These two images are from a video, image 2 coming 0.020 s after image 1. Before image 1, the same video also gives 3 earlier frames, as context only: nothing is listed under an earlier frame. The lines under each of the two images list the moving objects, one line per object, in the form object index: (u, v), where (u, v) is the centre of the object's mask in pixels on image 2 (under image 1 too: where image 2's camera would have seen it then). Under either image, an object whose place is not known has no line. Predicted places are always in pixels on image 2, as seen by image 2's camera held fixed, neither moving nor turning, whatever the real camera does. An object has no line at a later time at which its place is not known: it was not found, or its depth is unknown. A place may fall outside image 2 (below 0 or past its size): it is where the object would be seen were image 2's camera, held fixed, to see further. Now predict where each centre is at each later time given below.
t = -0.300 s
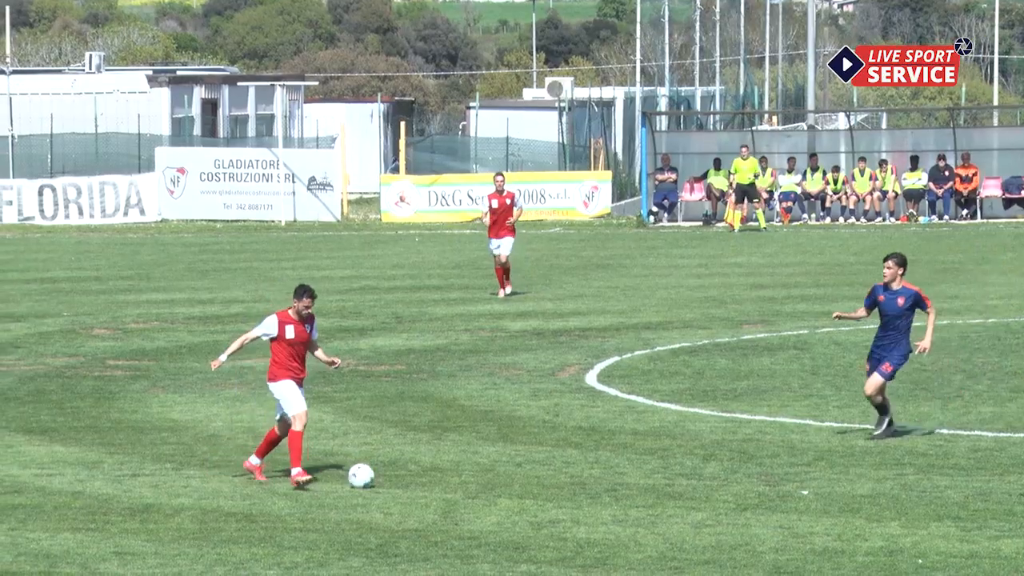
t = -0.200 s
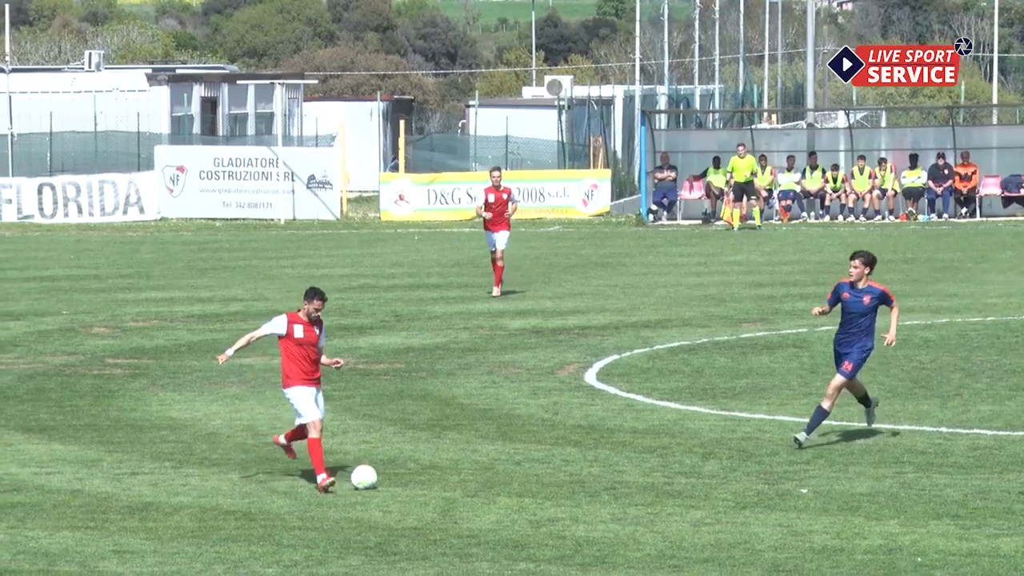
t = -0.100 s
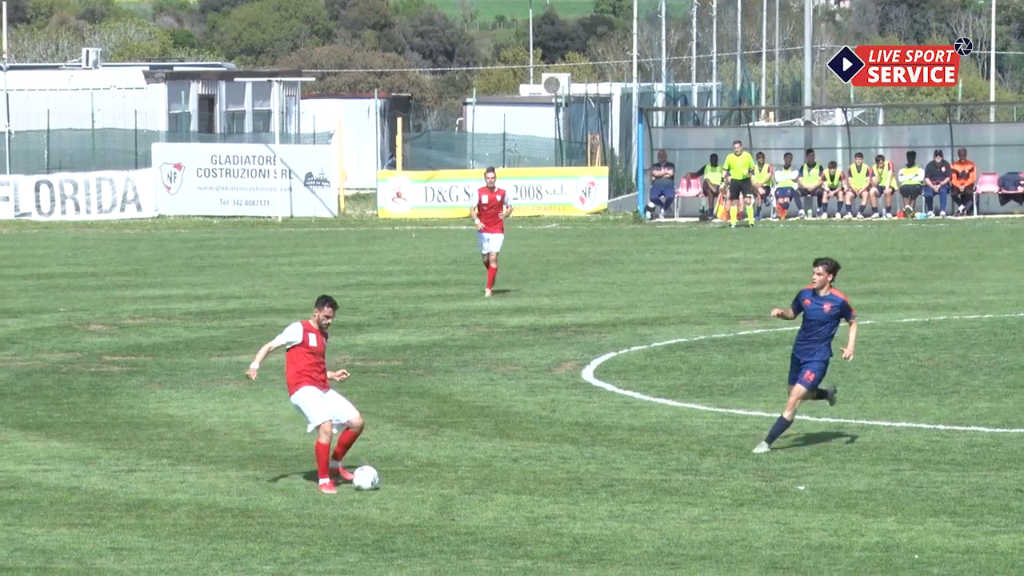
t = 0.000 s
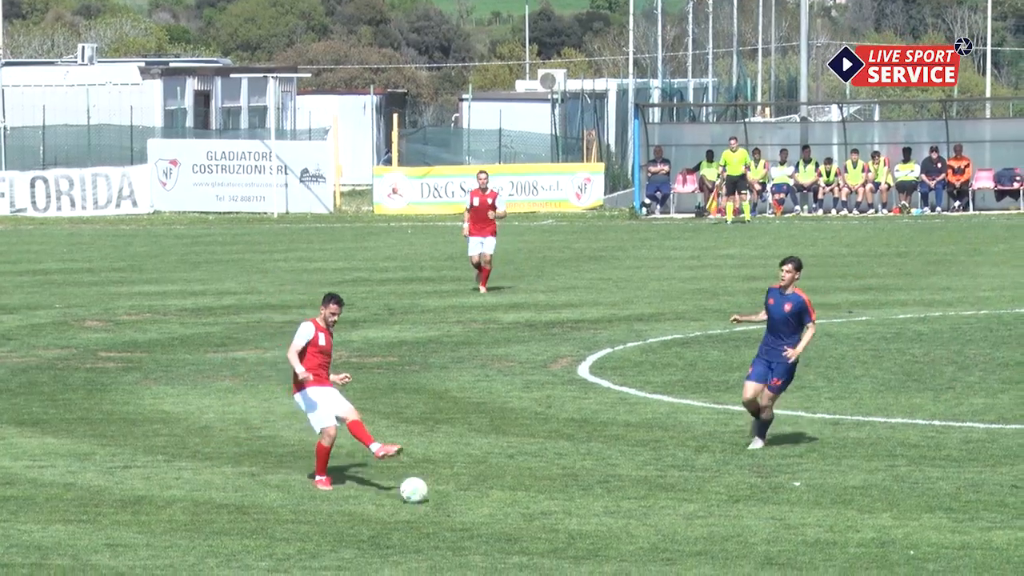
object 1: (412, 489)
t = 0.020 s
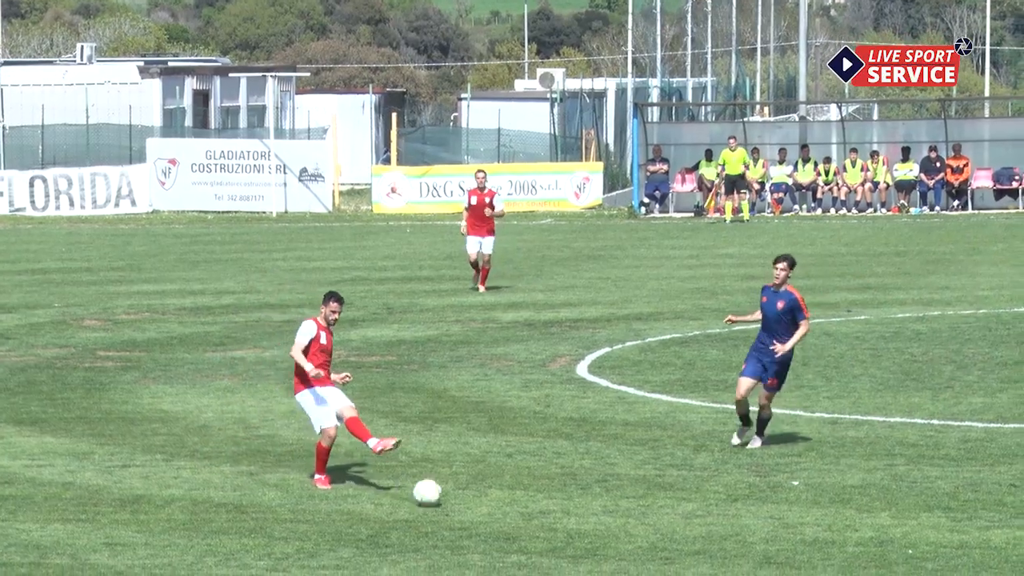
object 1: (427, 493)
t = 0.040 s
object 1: (442, 496)
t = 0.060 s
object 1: (457, 501)
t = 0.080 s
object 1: (472, 504)
